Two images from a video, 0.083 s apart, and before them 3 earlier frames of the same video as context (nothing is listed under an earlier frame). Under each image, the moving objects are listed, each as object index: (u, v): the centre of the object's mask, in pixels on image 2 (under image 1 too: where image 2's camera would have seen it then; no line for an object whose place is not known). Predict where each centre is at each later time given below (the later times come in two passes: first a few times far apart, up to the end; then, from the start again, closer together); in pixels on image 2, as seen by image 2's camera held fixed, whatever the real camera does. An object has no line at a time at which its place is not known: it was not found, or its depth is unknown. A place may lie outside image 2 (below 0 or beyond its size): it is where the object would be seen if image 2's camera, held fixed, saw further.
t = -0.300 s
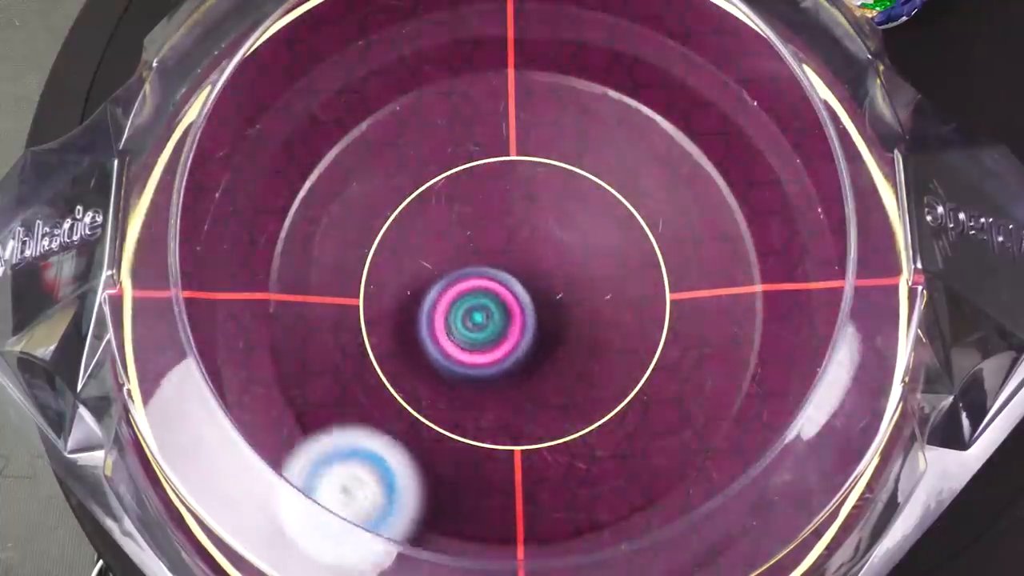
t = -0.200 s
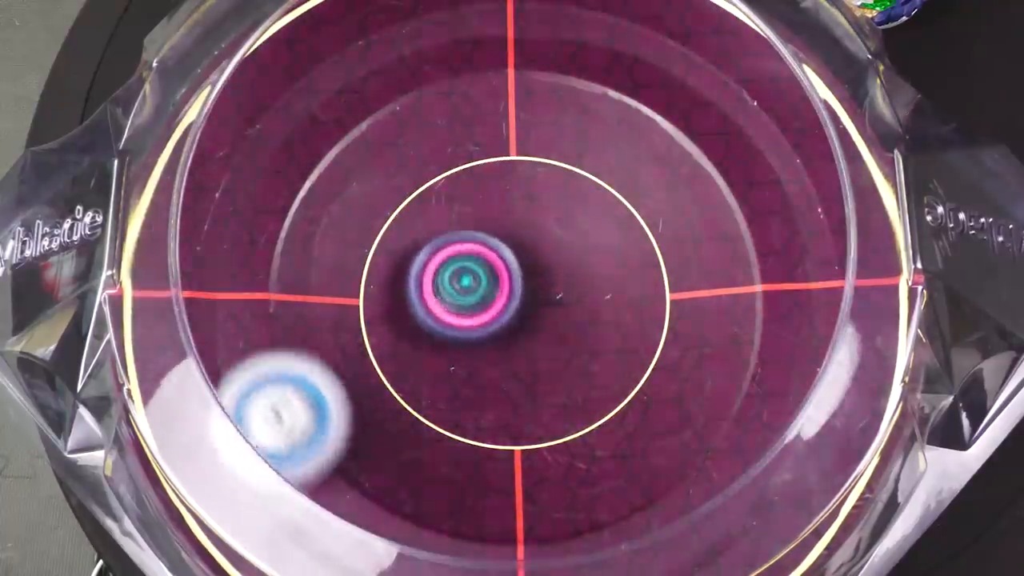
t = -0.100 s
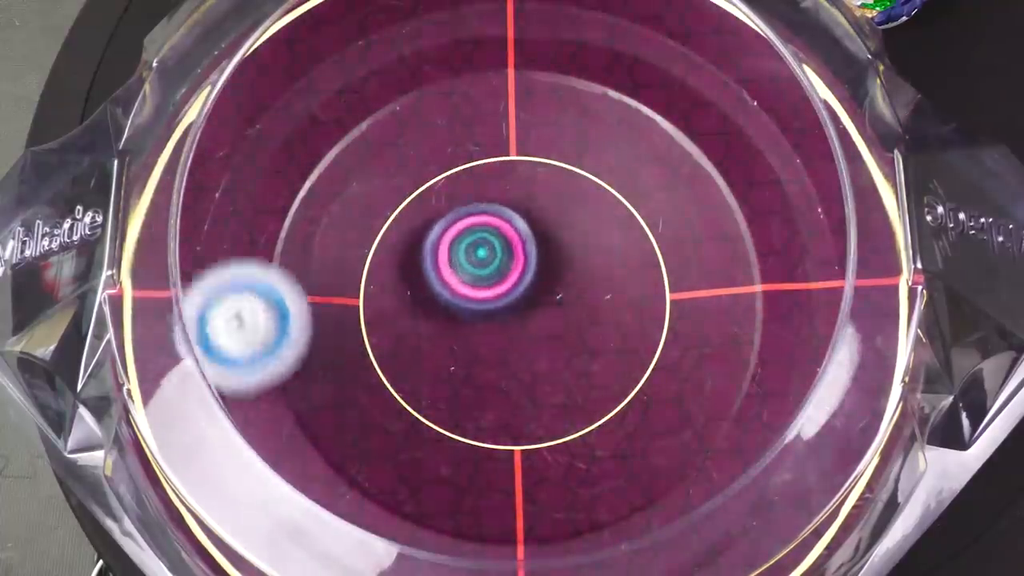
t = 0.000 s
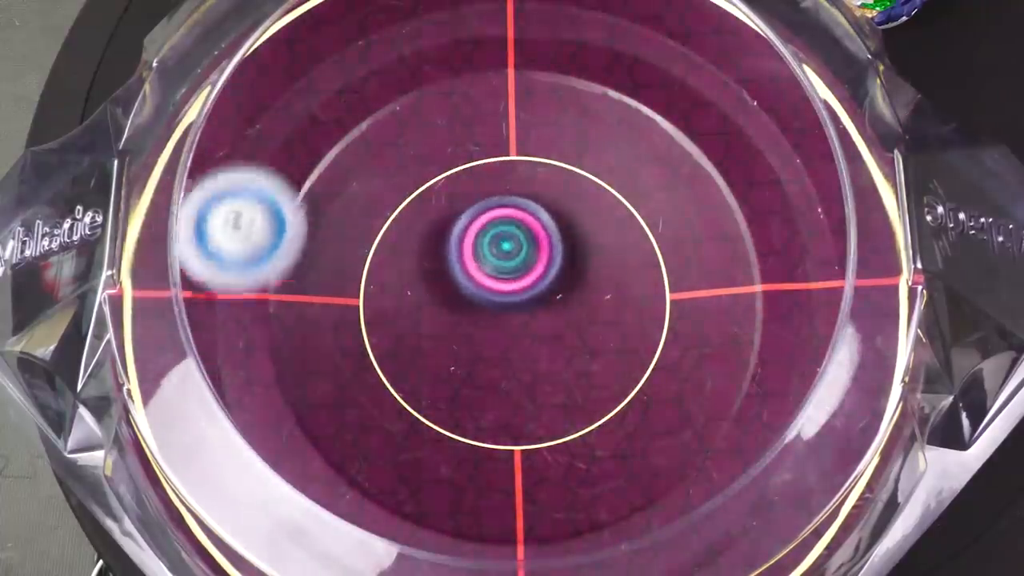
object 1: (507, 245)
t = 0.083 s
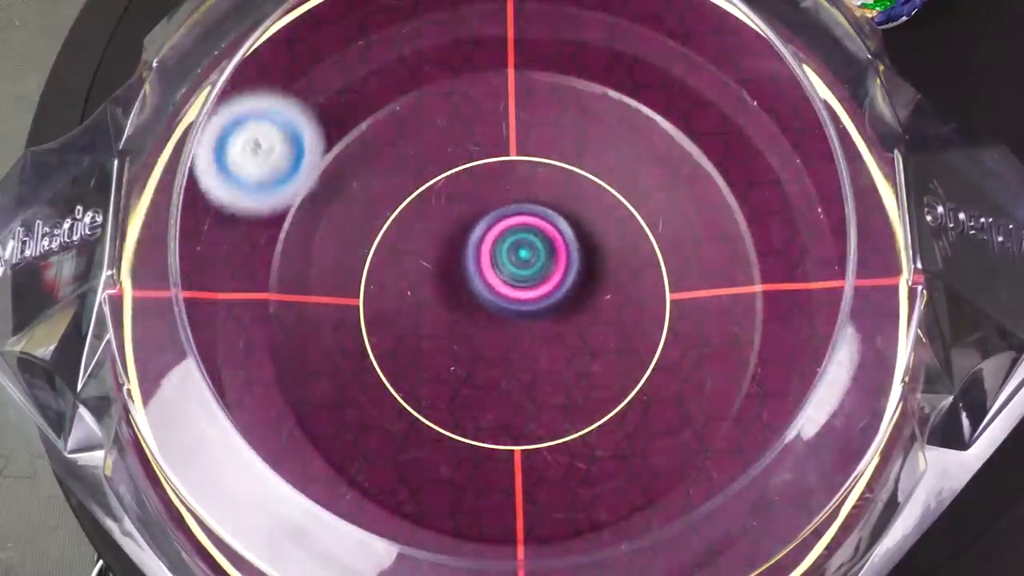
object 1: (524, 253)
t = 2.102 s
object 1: (518, 293)
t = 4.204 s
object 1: (512, 284)
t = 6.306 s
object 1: (512, 294)
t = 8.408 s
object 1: (978, 277)
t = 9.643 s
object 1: (978, 276)
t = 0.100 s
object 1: (527, 255)
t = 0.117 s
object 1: (529, 258)
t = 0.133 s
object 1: (531, 261)
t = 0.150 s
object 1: (532, 264)
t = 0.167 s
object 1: (533, 267)
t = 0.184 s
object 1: (534, 270)
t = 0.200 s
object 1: (534, 273)
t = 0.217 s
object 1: (534, 276)
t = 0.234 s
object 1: (534, 279)
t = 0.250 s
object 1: (532, 282)
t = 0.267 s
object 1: (531, 284)
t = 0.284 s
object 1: (530, 287)
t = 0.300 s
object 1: (528, 289)
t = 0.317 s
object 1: (527, 291)
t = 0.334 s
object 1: (525, 293)
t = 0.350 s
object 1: (523, 294)
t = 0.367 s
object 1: (520, 295)
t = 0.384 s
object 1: (519, 296)
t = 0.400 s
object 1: (516, 297)
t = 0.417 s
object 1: (514, 297)
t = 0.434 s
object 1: (511, 297)
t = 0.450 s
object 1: (509, 297)
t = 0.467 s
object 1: (507, 297)
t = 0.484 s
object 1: (505, 296)
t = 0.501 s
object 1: (504, 296)
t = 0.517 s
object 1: (502, 296)
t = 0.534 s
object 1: (500, 295)
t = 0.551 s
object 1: (499, 294)
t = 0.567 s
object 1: (499, 293)
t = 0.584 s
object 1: (498, 292)
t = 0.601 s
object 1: (498, 291)
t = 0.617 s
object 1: (497, 290)
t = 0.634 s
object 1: (497, 289)
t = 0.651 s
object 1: (497, 288)
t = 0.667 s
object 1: (497, 287)
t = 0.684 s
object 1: (498, 286)
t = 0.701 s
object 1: (498, 285)
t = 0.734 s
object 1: (499, 283)
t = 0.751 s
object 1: (500, 282)
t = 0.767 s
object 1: (501, 281)
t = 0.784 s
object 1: (501, 281)
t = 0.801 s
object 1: (502, 280)
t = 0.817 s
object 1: (503, 280)
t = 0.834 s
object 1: (504, 280)
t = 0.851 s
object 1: (505, 279)
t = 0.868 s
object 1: (506, 279)
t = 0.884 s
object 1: (506, 279)
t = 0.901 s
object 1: (507, 279)
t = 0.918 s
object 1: (508, 279)
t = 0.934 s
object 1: (509, 280)
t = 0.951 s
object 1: (510, 281)
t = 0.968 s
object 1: (510, 281)
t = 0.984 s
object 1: (511, 282)
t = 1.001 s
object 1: (511, 283)
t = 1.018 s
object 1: (513, 283)
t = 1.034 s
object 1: (514, 284)
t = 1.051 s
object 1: (515, 285)
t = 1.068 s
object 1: (515, 285)
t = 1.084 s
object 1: (515, 286)
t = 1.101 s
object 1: (515, 287)
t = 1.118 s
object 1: (516, 288)
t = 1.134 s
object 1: (516, 289)
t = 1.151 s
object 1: (516, 289)
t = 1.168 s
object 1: (516, 291)
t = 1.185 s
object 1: (516, 292)
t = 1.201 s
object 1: (516, 292)
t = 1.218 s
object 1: (516, 293)
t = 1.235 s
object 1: (516, 294)
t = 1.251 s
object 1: (516, 295)
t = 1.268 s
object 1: (515, 295)
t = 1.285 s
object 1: (515, 295)
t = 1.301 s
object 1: (514, 296)
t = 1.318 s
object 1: (514, 296)
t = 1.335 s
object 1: (513, 297)
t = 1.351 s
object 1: (512, 297)
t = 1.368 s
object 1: (511, 297)
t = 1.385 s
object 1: (511, 297)
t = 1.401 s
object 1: (510, 297)
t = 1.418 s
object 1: (510, 297)
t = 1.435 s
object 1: (510, 297)
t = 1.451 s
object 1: (510, 296)
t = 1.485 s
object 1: (509, 296)
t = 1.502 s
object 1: (509, 295)
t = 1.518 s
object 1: (509, 295)
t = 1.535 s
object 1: (509, 295)
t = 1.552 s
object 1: (508, 294)
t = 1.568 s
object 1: (509, 294)
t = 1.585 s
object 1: (509, 294)
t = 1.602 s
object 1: (509, 294)
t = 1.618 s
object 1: (509, 293)
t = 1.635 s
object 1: (509, 293)
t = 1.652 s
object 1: (510, 293)
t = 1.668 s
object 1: (510, 293)
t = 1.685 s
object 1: (511, 292)
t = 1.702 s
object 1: (512, 292)
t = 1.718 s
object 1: (512, 292)
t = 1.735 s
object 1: (513, 292)
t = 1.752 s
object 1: (513, 292)
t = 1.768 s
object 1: (514, 292)
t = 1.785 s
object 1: (515, 292)
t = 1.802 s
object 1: (516, 292)
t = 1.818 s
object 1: (516, 292)
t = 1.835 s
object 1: (516, 292)
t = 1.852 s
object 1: (516, 292)
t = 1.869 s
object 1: (517, 292)
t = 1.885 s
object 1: (517, 292)
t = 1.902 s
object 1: (517, 292)
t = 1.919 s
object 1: (518, 292)
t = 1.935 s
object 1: (519, 292)
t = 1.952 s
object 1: (518, 292)
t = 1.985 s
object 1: (518, 292)
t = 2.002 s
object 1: (518, 293)
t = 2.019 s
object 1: (518, 293)
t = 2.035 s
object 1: (518, 293)
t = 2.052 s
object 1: (518, 293)
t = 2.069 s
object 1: (518, 293)
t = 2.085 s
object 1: (518, 293)
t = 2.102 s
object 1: (518, 293)
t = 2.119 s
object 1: (518, 293)
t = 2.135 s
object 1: (518, 293)
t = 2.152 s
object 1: (519, 293)
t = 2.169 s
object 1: (519, 293)
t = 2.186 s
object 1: (519, 293)
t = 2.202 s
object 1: (520, 293)
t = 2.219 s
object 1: (520, 293)
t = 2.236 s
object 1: (519, 293)
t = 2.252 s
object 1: (519, 293)
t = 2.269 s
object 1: (520, 293)
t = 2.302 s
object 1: (520, 293)
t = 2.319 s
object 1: (520, 293)
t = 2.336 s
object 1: (520, 293)
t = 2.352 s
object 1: (520, 293)
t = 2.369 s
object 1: (520, 293)
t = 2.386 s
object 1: (520, 293)
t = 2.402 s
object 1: (520, 293)
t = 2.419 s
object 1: (520, 293)
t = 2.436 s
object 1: (520, 293)
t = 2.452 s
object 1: (520, 293)
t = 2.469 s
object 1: (520, 293)
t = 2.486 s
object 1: (520, 293)
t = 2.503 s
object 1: (520, 293)
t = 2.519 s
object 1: (521, 293)
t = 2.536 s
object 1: (521, 293)
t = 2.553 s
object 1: (521, 292)
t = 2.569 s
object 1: (521, 292)
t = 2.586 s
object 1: (521, 292)
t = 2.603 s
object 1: (521, 291)
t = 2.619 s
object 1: (521, 291)
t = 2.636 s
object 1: (521, 291)
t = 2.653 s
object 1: (520, 290)
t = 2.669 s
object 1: (520, 290)
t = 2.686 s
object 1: (520, 290)
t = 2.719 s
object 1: (520, 290)
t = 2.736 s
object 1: (521, 290)
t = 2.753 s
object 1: (520, 290)
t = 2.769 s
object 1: (520, 290)
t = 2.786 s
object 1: (520, 290)
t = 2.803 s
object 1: (520, 290)
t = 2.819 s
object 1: (520, 289)
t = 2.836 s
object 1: (520, 289)
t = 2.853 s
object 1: (521, 289)
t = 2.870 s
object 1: (521, 289)
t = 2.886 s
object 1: (521, 288)
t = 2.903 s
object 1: (520, 288)
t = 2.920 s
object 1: (521, 288)
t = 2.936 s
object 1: (521, 288)
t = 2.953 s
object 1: (521, 287)
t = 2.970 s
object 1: (521, 287)
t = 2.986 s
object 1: (521, 287)
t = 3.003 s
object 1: (521, 287)
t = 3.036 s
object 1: (522, 287)
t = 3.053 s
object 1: (522, 287)
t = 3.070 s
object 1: (522, 286)
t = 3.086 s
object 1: (522, 286)
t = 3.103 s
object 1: (522, 287)
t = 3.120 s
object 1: (522, 287)
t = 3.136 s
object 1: (522, 286)
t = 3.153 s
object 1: (522, 286)
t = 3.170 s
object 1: (522, 286)
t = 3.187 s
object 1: (522, 287)
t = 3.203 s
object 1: (521, 287)
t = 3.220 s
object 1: (522, 286)
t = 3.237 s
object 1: (522, 286)
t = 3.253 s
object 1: (522, 286)
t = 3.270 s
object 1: (522, 286)
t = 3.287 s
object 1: (522, 286)
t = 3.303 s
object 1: (522, 286)
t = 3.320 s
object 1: (522, 286)
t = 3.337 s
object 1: (521, 285)
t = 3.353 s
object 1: (521, 285)
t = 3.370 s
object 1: (520, 285)
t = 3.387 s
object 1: (520, 284)
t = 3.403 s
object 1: (520, 284)
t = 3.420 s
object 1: (520, 284)
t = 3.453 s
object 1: (520, 284)
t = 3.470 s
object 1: (520, 284)
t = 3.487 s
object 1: (520, 285)
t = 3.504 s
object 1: (520, 285)
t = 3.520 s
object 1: (520, 284)
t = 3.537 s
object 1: (520, 285)
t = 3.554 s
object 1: (520, 285)
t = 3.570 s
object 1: (520, 285)
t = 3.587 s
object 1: (520, 285)
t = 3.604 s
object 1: (520, 285)
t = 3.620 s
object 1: (520, 284)
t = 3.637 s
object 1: (520, 285)
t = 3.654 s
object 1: (519, 285)
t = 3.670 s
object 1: (520, 285)
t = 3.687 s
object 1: (519, 285)
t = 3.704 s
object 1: (519, 285)
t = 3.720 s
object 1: (518, 285)
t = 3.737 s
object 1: (518, 285)
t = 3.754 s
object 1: (518, 285)
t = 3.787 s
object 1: (518, 285)
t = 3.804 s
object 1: (518, 284)
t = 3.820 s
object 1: (517, 284)
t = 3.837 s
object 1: (517, 284)
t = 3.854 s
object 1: (517, 284)
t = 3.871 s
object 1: (516, 283)
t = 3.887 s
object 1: (516, 283)
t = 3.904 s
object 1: (516, 283)
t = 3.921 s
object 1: (516, 283)
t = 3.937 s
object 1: (516, 283)
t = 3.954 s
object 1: (516, 283)
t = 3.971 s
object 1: (516, 283)
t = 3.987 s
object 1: (516, 283)
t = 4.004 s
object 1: (516, 283)
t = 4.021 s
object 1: (515, 283)
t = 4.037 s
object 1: (515, 283)
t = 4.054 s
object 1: (515, 283)
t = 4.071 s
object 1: (515, 282)
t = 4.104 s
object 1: (515, 284)
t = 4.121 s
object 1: (514, 284)
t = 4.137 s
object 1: (514, 284)
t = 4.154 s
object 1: (514, 284)
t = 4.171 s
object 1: (514, 284)
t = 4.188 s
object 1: (513, 284)
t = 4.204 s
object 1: (512, 284)
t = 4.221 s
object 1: (512, 284)
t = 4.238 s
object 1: (512, 284)
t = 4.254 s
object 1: (512, 284)
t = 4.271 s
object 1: (512, 284)
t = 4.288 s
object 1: (512, 283)
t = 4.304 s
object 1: (511, 283)
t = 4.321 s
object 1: (511, 283)
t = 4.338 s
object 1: (511, 283)
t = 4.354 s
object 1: (511, 282)
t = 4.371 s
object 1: (511, 282)
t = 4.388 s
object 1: (510, 282)
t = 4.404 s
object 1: (511, 282)
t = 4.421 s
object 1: (511, 282)
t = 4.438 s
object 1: (510, 281)
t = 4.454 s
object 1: (510, 281)
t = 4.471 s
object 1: (510, 281)
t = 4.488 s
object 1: (510, 281)
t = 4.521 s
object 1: (510, 281)
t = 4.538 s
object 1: (511, 281)
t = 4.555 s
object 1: (511, 281)
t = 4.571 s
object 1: (511, 281)
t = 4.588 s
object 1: (511, 281)
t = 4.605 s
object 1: (511, 281)
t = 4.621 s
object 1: (511, 281)
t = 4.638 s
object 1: (512, 282)
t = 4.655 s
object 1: (512, 282)
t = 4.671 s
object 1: (513, 282)
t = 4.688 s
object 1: (513, 282)
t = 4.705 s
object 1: (513, 282)
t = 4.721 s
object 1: (513, 283)
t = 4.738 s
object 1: (513, 283)
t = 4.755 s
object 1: (513, 283)
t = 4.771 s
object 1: (513, 283)
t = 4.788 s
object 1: (513, 283)
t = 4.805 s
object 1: (513, 284)
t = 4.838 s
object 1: (513, 284)
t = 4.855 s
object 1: (513, 285)
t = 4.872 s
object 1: (513, 285)
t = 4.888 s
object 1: (514, 286)
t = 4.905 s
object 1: (514, 286)
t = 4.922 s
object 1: (514, 286)
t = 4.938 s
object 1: (514, 286)
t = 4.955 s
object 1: (514, 286)
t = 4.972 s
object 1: (514, 287)
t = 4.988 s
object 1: (514, 287)
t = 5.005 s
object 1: (515, 287)
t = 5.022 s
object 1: (514, 287)
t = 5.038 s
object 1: (514, 288)
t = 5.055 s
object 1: (514, 288)
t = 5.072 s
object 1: (513, 289)
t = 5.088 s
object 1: (513, 289)
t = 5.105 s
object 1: (512, 290)
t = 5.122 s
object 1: (513, 290)
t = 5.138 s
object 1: (512, 290)
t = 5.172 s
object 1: (512, 290)
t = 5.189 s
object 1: (512, 290)
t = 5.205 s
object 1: (512, 290)
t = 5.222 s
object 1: (511, 290)
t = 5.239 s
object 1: (511, 290)
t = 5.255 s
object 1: (511, 289)
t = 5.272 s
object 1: (511, 289)
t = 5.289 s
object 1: (511, 289)
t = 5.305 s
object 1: (510, 289)
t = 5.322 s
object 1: (510, 288)
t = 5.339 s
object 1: (510, 288)
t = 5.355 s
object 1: (510, 288)
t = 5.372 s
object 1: (510, 288)
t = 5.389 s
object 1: (510, 288)
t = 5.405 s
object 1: (510, 288)
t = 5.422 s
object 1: (510, 288)
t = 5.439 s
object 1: (511, 288)
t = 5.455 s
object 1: (511, 288)
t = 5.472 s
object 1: (511, 288)
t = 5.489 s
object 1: (512, 288)
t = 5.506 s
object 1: (512, 288)
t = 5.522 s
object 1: (513, 288)
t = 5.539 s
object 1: (513, 287)
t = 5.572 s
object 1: (514, 287)
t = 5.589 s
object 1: (514, 288)
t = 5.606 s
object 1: (515, 288)
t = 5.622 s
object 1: (515, 288)
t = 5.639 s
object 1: (515, 288)
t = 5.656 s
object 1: (515, 289)
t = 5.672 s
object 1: (515, 290)
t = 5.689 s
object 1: (515, 290)
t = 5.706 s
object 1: (516, 290)
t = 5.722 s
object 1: (516, 290)
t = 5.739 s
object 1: (516, 290)
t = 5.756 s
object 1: (516, 290)
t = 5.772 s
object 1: (516, 290)
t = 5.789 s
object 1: (516, 290)
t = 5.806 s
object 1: (516, 290)
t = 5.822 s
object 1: (516, 290)
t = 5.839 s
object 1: (516, 290)
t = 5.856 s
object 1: (515, 290)
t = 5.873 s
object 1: (515, 290)
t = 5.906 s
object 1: (515, 290)
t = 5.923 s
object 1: (515, 290)
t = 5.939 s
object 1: (514, 290)
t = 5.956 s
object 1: (514, 290)
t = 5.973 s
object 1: (514, 290)
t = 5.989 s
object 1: (515, 290)
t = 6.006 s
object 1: (515, 290)
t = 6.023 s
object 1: (515, 290)
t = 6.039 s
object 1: (515, 290)
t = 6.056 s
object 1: (515, 289)
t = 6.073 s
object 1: (516, 289)
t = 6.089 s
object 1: (516, 289)
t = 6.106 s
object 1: (516, 289)
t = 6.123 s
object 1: (516, 289)
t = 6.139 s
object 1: (516, 289)
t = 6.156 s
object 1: (515, 291)
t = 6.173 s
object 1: (513, 292)
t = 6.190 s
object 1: (512, 294)
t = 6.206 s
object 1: (511, 294)
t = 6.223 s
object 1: (511, 295)
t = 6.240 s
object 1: (511, 295)
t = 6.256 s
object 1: (511, 295)
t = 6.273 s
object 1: (511, 295)
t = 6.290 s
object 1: (511, 295)
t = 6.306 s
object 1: (512, 294)
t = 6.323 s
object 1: (512, 294)
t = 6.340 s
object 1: (512, 293)
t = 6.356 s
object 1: (513, 293)
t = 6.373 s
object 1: (513, 292)
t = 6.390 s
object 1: (513, 292)
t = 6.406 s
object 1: (513, 292)
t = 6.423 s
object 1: (514, 292)
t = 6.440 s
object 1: (514, 291)
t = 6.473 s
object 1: (503, 277)
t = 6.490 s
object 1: (497, 269)
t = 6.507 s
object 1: (493, 262)
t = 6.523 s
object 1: (490, 256)
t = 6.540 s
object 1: (487, 251)
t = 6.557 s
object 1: (485, 246)
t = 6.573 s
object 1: (485, 242)
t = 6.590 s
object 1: (486, 239)
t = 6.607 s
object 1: (487, 236)
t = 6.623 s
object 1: (489, 234)
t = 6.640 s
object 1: (493, 233)
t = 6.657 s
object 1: (496, 231)
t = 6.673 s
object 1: (499, 232)
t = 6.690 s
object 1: (504, 231)
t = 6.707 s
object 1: (507, 232)
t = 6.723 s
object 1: (512, 233)
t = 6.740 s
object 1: (516, 233)
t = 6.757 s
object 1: (520, 235)
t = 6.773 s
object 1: (524, 237)
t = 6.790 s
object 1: (527, 239)
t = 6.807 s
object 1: (531, 242)
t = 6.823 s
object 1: (534, 245)
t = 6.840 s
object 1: (537, 248)
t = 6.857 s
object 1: (540, 250)
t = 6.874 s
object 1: (542, 253)
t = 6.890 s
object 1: (543, 257)
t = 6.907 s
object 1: (545, 261)
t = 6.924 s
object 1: (546, 264)
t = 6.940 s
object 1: (578, 266)
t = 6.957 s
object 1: (625, 266)
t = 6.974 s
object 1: (669, 268)
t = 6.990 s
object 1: (710, 268)
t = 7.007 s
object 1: (749, 269)
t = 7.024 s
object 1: (786, 270)
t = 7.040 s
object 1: (822, 271)
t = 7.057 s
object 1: (854, 276)
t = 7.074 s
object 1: (898, 283)
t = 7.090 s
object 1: (927, 286)
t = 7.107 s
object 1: (957, 288)
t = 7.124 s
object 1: (976, 289)
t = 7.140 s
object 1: (983, 290)
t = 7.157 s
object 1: (984, 285)
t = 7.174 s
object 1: (984, 282)
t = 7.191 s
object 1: (984, 282)
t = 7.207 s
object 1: (983, 283)
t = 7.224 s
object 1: (983, 280)
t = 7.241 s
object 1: (980, 272)
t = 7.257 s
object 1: (977, 264)
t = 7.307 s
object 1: (976, 267)
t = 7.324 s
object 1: (976, 268)
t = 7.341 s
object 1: (978, 269)
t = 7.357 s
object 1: (978, 269)
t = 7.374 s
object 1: (978, 274)
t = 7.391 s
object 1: (978, 276)
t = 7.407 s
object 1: (979, 277)
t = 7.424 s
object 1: (979, 278)
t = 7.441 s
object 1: (980, 278)
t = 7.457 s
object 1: (980, 278)
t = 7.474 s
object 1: (980, 278)
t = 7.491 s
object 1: (979, 279)
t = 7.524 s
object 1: (980, 279)
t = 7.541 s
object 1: (979, 279)
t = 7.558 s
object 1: (979, 279)
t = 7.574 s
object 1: (979, 279)
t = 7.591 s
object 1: (979, 279)
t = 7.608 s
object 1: (979, 278)
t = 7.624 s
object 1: (979, 279)
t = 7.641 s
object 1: (979, 278)
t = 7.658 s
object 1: (979, 279)
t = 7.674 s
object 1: (978, 278)
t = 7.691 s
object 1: (978, 278)
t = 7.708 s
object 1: (978, 278)
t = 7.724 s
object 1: (978, 278)
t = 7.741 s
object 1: (978, 278)
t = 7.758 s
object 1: (978, 278)
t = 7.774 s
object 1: (977, 278)
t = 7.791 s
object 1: (977, 278)
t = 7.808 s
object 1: (977, 278)
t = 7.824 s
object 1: (977, 278)
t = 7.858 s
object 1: (977, 277)
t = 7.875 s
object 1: (977, 278)
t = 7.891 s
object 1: (977, 278)
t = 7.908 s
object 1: (977, 278)
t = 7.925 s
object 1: (977, 278)
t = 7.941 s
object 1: (977, 278)
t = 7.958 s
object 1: (977, 278)
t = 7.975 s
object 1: (977, 278)
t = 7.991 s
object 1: (977, 278)
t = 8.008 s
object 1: (977, 278)
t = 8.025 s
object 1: (977, 278)
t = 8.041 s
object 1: (977, 278)
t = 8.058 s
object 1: (977, 278)
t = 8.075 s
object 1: (977, 278)
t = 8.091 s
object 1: (977, 278)
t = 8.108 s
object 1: (978, 278)
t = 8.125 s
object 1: (978, 278)
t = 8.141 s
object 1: (978, 277)
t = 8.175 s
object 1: (978, 277)
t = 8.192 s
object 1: (978, 278)
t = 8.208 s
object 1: (977, 278)
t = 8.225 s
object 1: (978, 277)
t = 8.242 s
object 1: (978, 278)
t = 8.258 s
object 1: (978, 277)
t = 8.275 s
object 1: (978, 277)
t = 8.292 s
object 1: (978, 277)
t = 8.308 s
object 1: (978, 277)
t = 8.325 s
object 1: (978, 277)
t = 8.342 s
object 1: (978, 278)
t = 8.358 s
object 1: (978, 278)
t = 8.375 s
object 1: (978, 277)
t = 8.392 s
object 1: (978, 277)
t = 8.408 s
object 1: (978, 277)
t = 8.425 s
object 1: (978, 277)
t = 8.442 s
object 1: (978, 277)
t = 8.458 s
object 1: (978, 277)
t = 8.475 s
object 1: (979, 277)
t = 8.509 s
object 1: (978, 277)
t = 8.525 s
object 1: (978, 277)
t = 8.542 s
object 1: (978, 277)
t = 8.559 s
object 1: (978, 277)
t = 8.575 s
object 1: (978, 277)
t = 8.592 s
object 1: (979, 277)
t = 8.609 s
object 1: (979, 278)
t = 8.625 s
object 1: (978, 277)
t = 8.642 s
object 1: (978, 277)
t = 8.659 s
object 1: (978, 277)
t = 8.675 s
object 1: (978, 277)
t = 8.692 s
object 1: (978, 277)
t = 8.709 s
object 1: (978, 277)
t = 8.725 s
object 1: (978, 277)
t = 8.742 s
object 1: (978, 276)
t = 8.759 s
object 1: (978, 277)
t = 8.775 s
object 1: (978, 277)
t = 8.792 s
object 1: (978, 277)
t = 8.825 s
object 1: (978, 276)
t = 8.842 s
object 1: (978, 276)
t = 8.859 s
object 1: (978, 276)
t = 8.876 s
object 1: (978, 276)
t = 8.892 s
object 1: (978, 276)
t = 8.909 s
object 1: (978, 276)
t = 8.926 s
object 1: (978, 276)
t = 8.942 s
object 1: (978, 276)
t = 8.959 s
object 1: (978, 276)
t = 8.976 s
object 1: (978, 276)
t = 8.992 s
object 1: (978, 276)
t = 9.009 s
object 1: (978, 276)
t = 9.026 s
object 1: (978, 275)
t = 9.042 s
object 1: (978, 275)
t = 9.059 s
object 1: (978, 275)
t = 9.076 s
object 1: (978, 276)
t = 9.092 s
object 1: (979, 276)
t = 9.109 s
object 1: (978, 275)
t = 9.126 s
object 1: (978, 275)
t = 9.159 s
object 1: (978, 275)
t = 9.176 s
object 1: (979, 275)
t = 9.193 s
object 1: (978, 275)
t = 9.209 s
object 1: (979, 275)
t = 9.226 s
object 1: (978, 275)
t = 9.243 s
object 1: (978, 275)
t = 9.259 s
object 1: (978, 275)
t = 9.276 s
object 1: (978, 275)
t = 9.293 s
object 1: (978, 275)
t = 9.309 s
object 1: (978, 275)
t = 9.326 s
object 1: (978, 274)
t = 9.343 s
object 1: (978, 275)
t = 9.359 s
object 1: (978, 275)
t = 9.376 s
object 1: (978, 275)
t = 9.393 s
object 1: (978, 275)
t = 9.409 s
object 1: (979, 275)
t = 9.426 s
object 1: (978, 275)
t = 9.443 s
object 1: (978, 275)
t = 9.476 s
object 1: (978, 275)
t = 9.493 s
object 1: (978, 275)
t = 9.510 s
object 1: (978, 276)
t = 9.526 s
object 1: (978, 275)
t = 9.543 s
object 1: (978, 275)
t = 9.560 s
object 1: (978, 276)
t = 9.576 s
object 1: (978, 275)
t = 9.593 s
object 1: (978, 276)
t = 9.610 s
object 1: (979, 276)
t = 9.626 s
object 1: (978, 275)
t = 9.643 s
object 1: (978, 276)
